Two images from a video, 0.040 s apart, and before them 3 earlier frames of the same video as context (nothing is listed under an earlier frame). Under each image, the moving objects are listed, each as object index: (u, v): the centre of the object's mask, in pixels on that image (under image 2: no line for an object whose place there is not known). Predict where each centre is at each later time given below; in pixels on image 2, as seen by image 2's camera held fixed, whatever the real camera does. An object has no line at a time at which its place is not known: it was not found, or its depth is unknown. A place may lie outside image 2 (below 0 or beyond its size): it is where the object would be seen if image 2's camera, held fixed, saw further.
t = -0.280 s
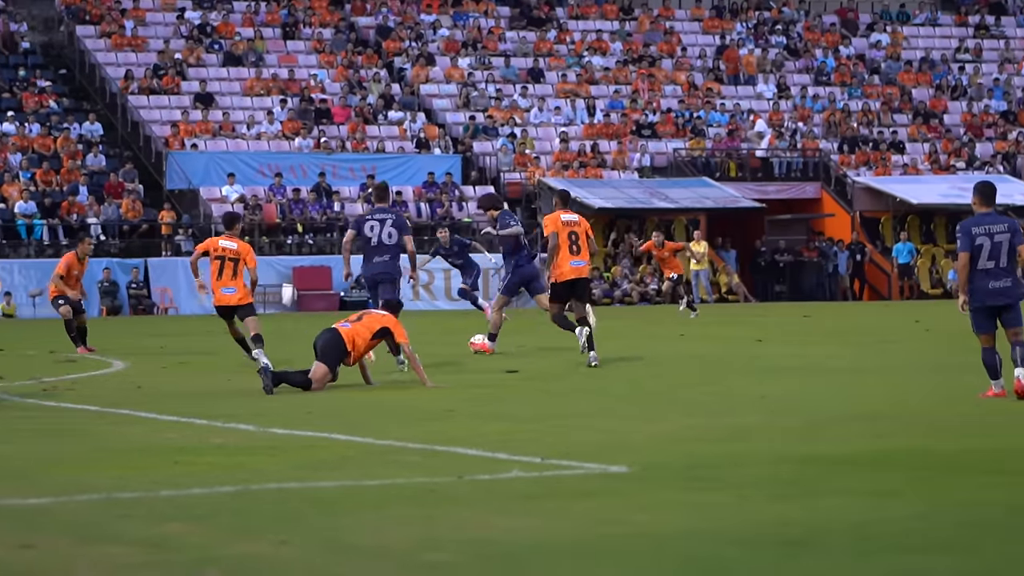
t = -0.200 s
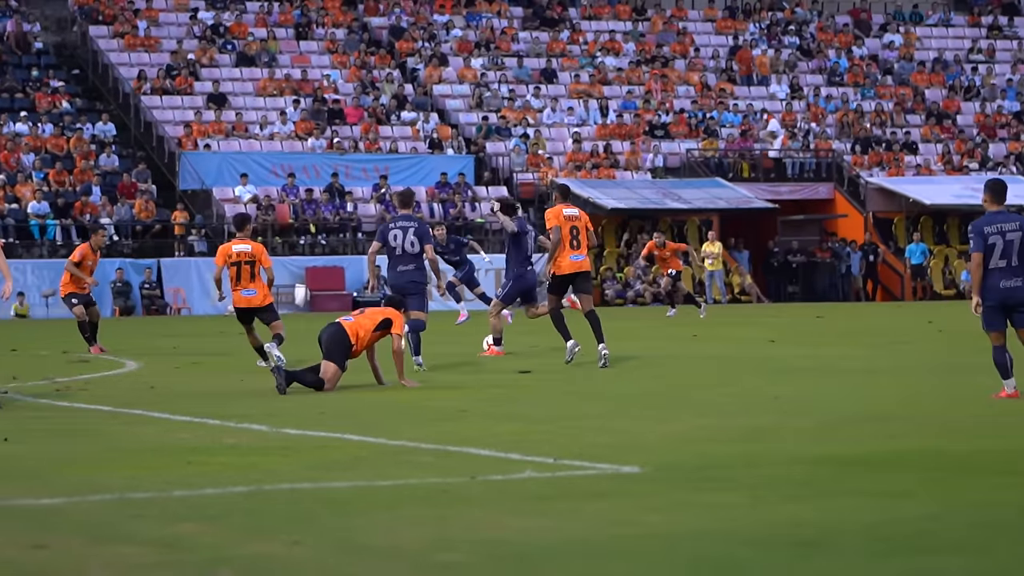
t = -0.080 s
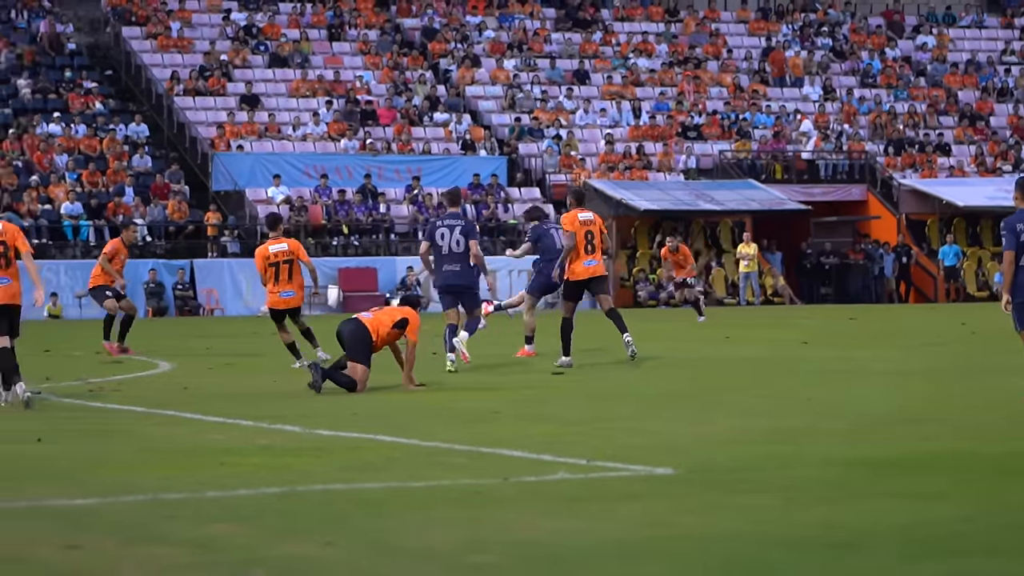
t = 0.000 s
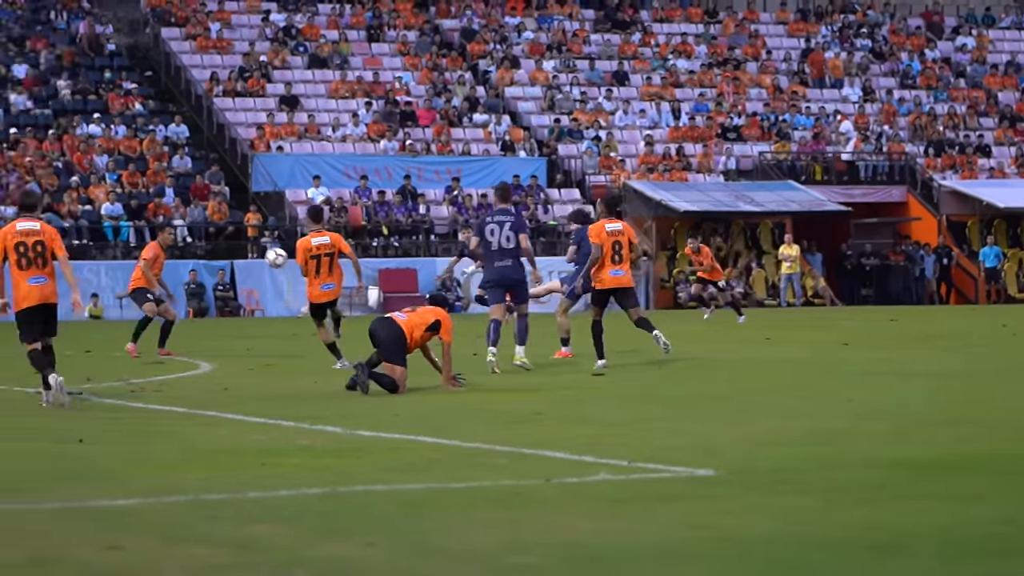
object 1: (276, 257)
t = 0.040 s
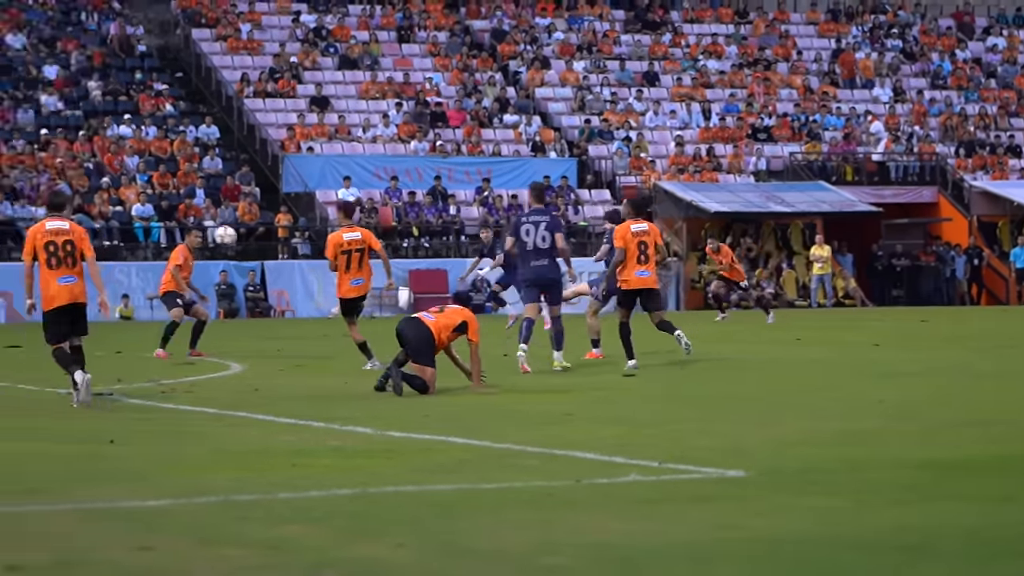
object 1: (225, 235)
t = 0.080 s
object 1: (142, 212)
